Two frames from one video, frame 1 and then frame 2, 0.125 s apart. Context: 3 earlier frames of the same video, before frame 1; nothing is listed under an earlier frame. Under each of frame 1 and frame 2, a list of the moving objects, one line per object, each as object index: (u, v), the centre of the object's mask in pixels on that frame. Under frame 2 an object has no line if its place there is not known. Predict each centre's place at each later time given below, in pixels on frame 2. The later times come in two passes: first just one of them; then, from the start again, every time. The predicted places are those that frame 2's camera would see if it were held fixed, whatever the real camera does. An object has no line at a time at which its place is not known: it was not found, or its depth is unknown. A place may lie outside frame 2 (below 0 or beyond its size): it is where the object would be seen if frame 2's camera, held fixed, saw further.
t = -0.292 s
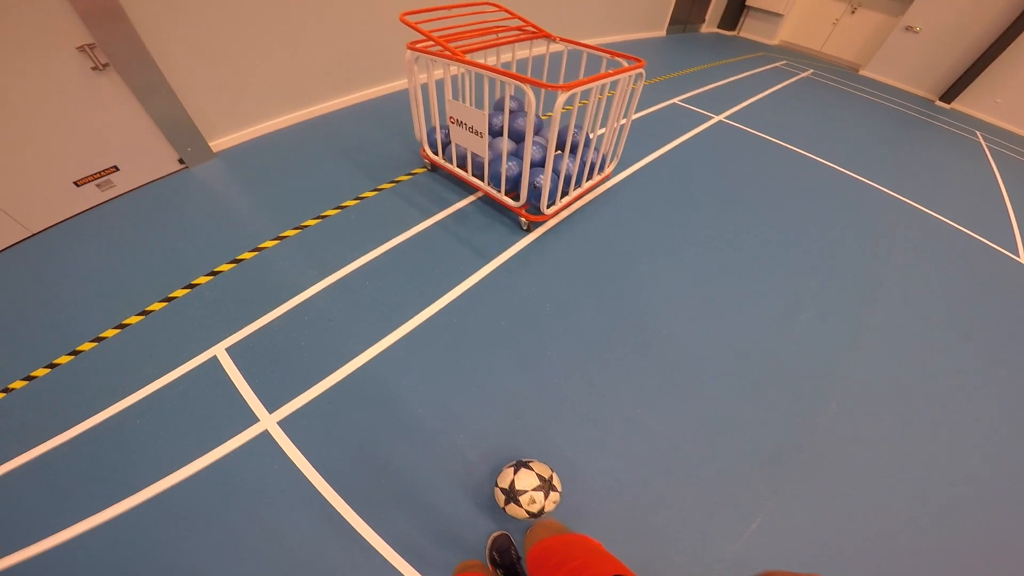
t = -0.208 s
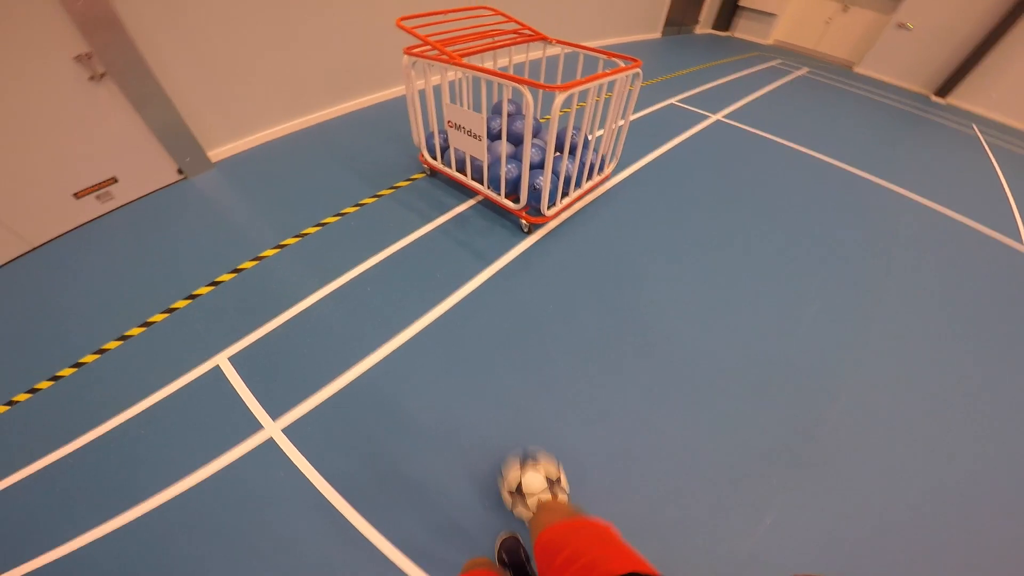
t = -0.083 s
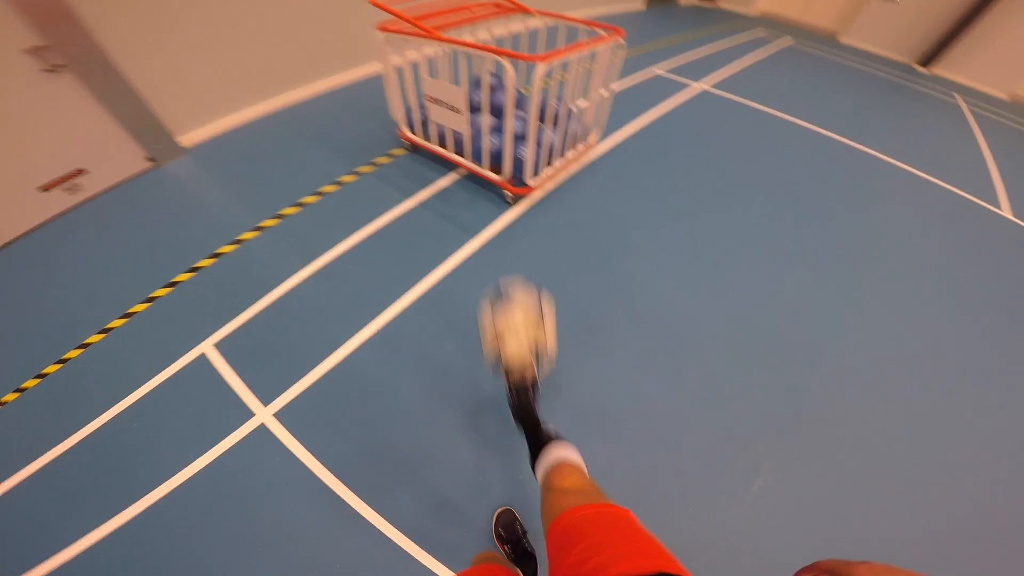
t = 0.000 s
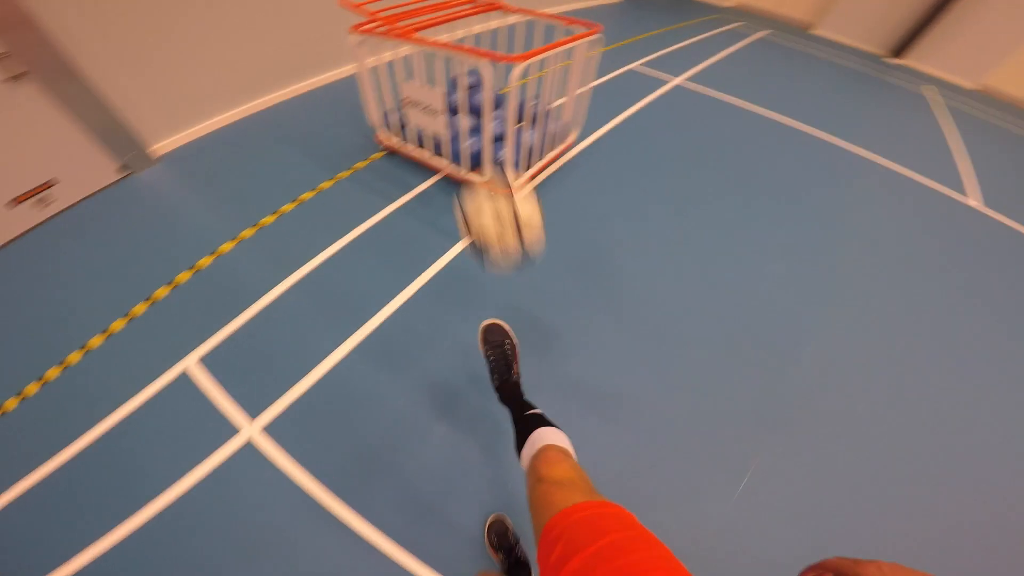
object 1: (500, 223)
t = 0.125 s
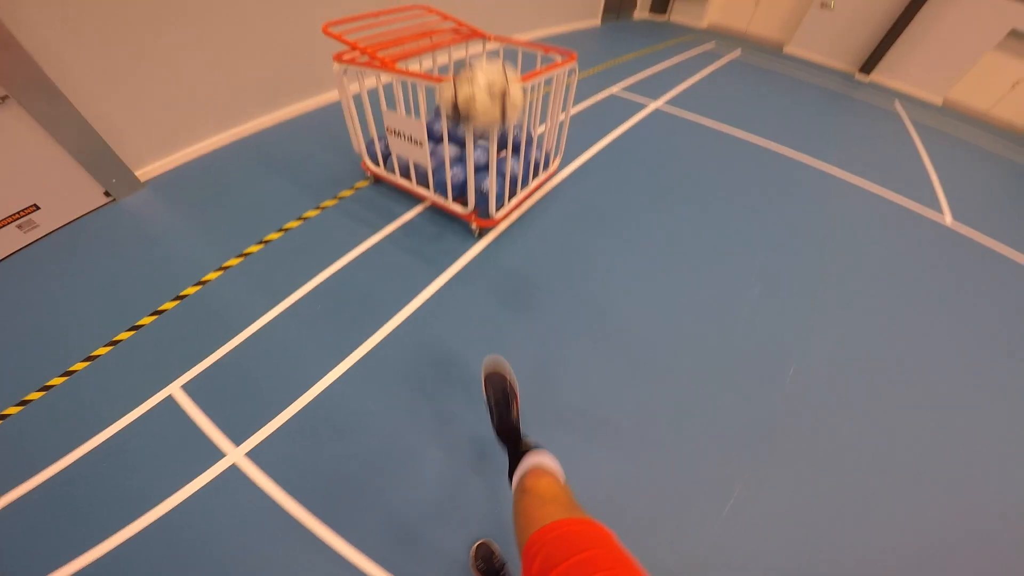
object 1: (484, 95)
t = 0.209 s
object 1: (482, 37)
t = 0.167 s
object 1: (483, 61)
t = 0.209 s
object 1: (482, 37)
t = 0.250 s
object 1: (481, 20)
